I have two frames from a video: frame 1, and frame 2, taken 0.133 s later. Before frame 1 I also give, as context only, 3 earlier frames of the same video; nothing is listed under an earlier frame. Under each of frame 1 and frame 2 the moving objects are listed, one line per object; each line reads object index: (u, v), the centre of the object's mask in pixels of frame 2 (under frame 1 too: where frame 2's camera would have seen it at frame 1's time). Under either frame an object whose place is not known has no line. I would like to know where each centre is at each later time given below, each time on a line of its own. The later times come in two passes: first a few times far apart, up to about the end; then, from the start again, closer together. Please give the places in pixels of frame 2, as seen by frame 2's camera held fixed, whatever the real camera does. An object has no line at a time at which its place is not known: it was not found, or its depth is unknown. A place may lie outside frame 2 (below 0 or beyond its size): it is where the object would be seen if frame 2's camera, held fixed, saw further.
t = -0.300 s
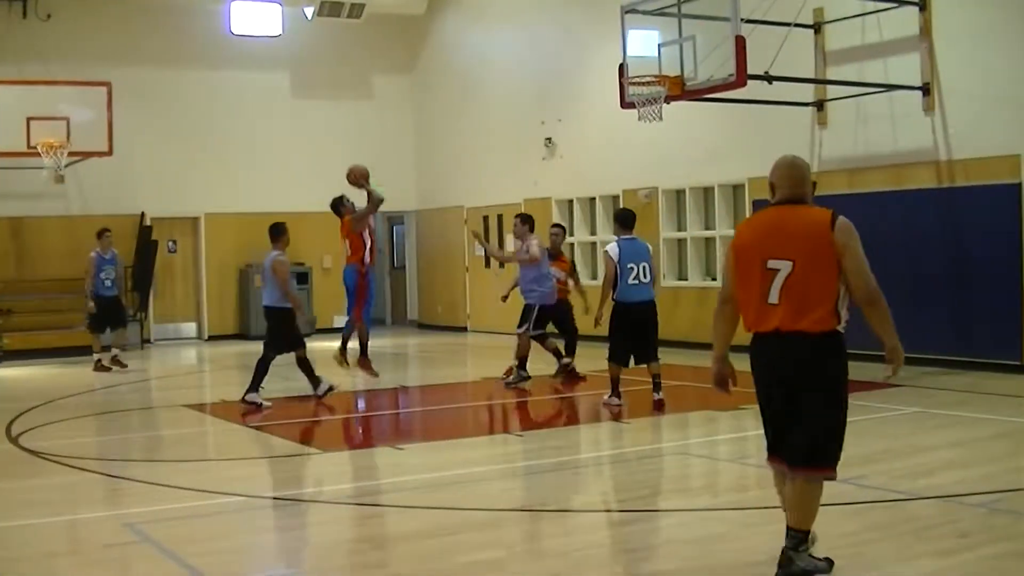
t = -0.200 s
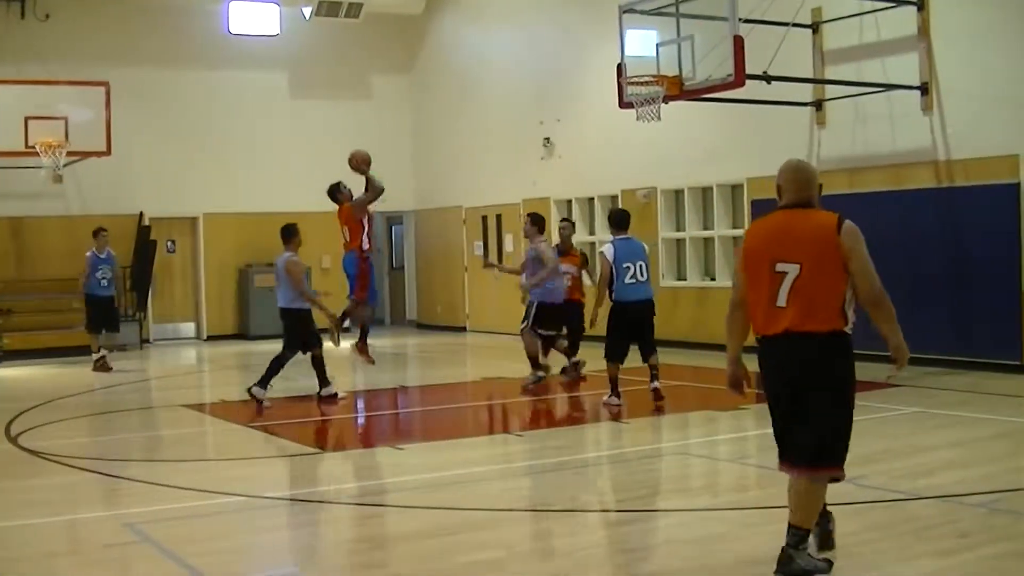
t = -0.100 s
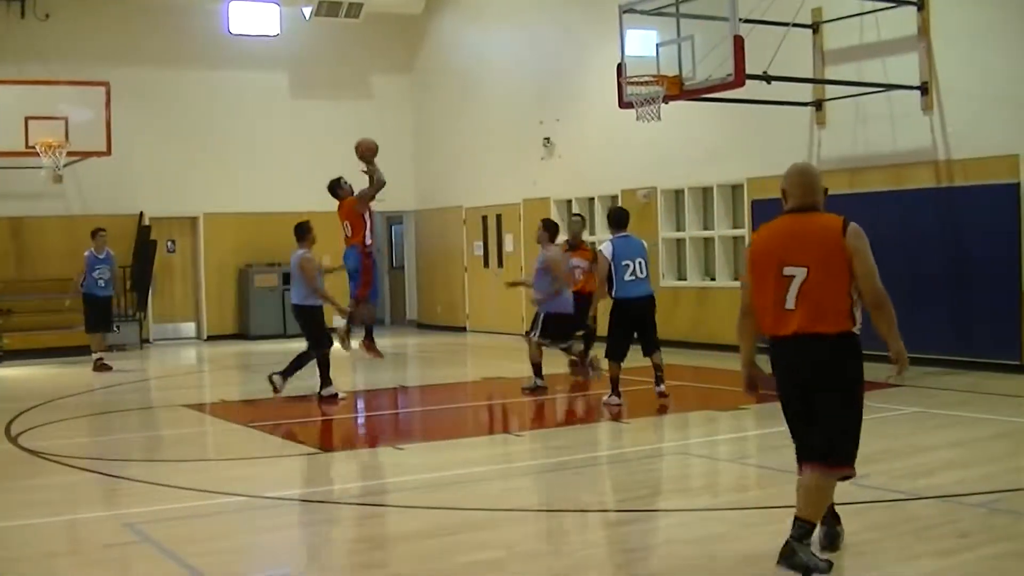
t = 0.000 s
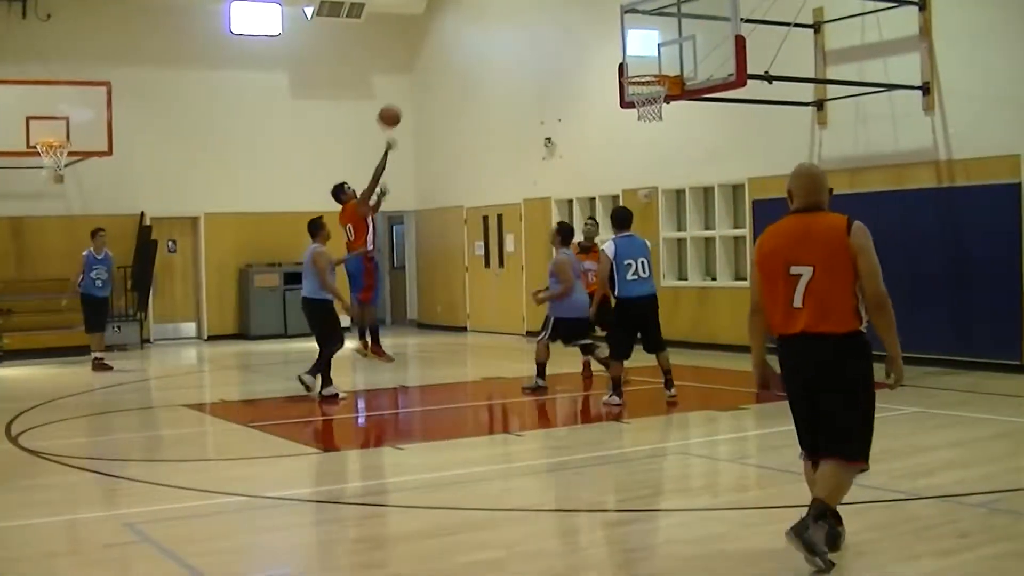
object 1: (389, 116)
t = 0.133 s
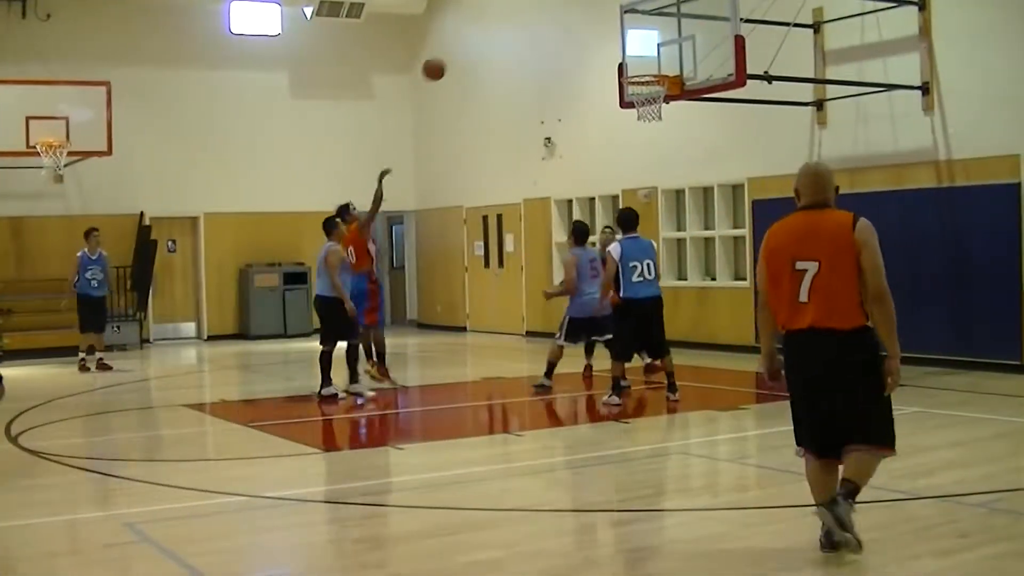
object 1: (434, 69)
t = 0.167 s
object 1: (444, 60)
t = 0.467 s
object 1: (547, 26)
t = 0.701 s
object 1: (629, 61)
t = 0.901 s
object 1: (660, 121)
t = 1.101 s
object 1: (663, 202)
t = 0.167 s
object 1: (444, 60)
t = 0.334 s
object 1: (501, 30)
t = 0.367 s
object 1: (512, 27)
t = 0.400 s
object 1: (524, 26)
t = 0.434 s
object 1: (536, 25)
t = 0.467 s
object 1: (547, 26)
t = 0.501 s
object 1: (559, 27)
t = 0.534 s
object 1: (571, 30)
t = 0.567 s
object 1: (582, 34)
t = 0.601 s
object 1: (594, 39)
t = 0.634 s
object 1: (606, 45)
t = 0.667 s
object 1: (617, 52)
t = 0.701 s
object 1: (629, 61)
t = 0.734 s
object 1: (641, 67)
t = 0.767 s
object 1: (652, 80)
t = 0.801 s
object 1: (655, 89)
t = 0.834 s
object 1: (659, 102)
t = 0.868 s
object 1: (661, 113)
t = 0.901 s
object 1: (660, 121)
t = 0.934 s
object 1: (660, 131)
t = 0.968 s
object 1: (660, 143)
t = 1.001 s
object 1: (660, 157)
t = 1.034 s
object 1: (660, 171)
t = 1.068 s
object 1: (661, 186)
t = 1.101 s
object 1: (663, 202)
